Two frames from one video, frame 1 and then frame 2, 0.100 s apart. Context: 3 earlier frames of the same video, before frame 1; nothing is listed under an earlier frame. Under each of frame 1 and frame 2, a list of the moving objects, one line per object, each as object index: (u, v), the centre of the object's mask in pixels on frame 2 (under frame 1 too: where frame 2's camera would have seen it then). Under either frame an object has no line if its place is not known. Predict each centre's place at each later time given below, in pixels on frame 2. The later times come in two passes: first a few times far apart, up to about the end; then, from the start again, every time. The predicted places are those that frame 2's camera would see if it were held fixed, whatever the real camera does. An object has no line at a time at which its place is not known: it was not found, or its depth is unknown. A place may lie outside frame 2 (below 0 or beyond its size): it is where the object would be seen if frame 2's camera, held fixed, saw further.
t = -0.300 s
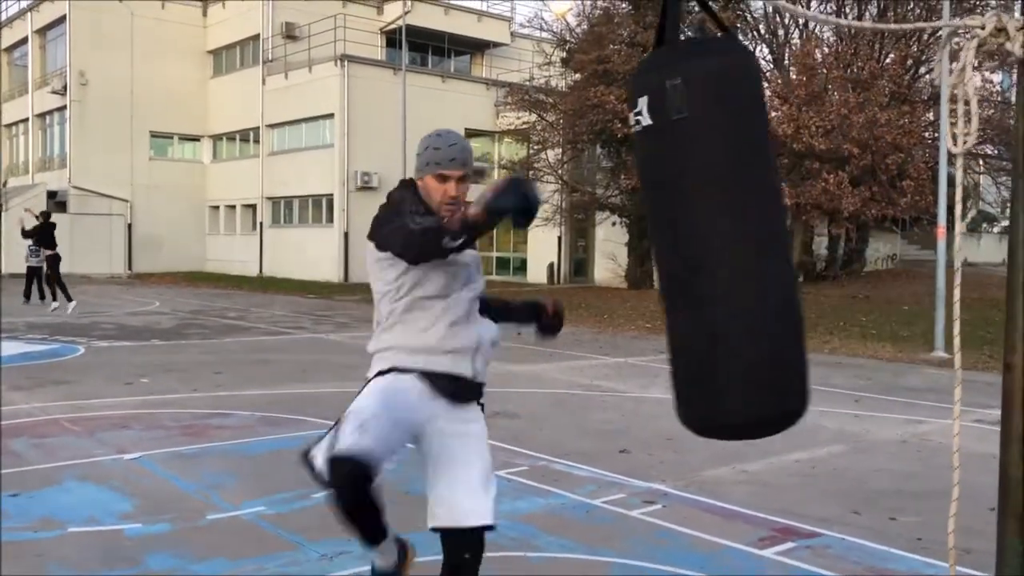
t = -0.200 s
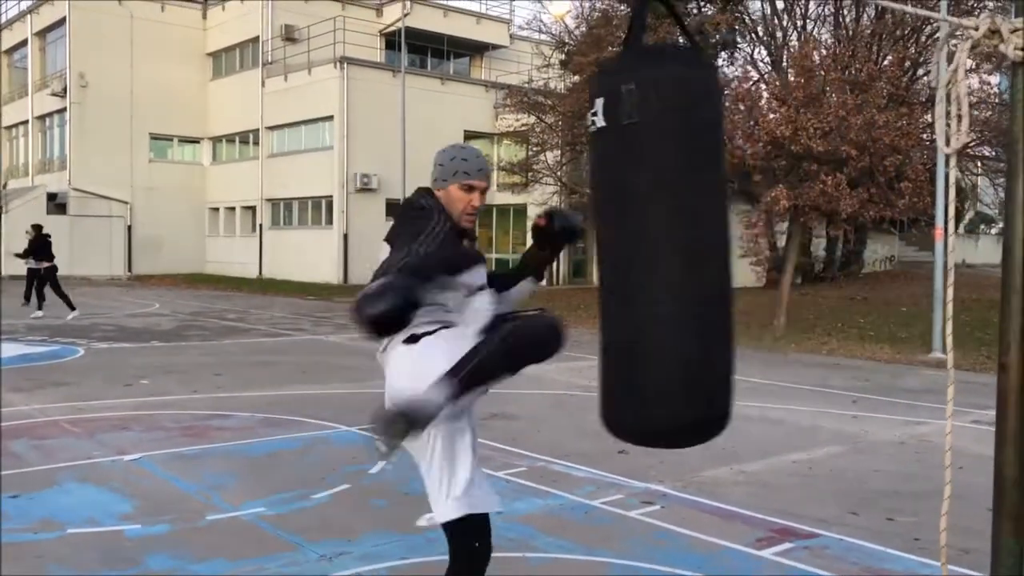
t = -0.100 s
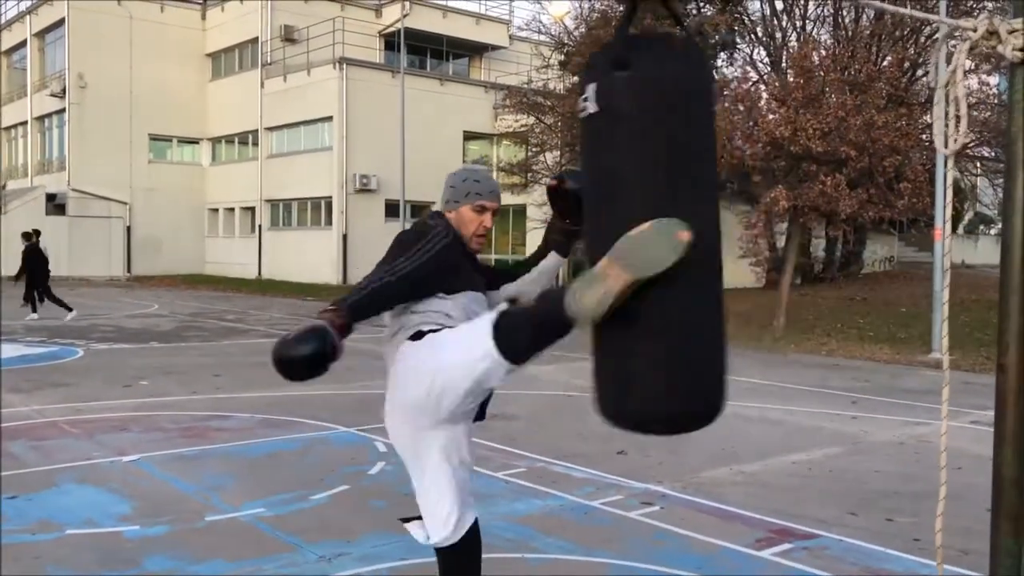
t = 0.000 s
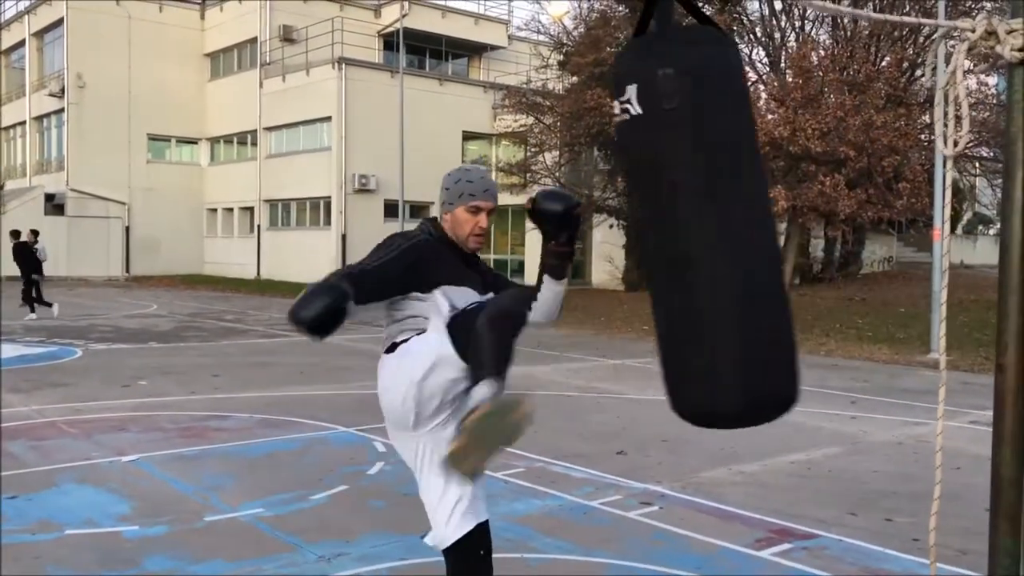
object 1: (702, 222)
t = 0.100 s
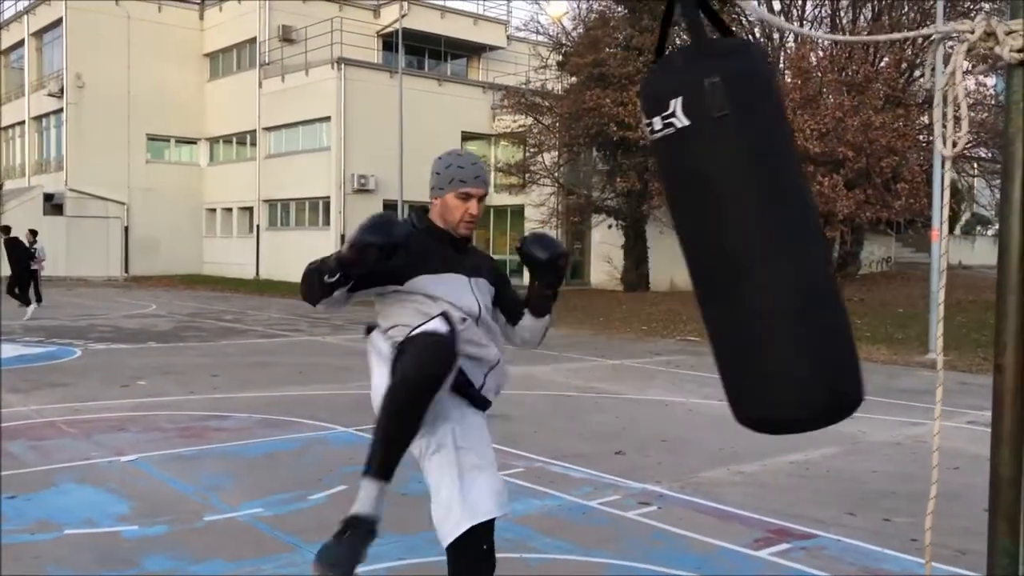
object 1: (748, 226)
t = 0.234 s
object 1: (792, 219)
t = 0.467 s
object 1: (807, 211)
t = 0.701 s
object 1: (753, 232)
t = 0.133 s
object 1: (762, 225)
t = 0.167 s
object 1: (773, 222)
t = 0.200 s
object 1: (784, 220)
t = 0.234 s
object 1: (792, 219)
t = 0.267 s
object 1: (799, 217)
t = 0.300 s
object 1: (805, 215)
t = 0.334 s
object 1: (809, 213)
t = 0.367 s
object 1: (810, 212)
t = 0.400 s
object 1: (811, 212)
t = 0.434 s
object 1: (810, 211)
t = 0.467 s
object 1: (807, 211)
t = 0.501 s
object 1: (803, 213)
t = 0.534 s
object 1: (799, 216)
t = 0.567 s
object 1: (793, 220)
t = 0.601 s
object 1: (785, 223)
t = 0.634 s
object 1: (776, 227)
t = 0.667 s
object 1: (765, 230)
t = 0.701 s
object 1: (753, 232)
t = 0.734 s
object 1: (740, 235)
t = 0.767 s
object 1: (725, 238)
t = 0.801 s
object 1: (710, 242)
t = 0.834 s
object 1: (692, 243)
